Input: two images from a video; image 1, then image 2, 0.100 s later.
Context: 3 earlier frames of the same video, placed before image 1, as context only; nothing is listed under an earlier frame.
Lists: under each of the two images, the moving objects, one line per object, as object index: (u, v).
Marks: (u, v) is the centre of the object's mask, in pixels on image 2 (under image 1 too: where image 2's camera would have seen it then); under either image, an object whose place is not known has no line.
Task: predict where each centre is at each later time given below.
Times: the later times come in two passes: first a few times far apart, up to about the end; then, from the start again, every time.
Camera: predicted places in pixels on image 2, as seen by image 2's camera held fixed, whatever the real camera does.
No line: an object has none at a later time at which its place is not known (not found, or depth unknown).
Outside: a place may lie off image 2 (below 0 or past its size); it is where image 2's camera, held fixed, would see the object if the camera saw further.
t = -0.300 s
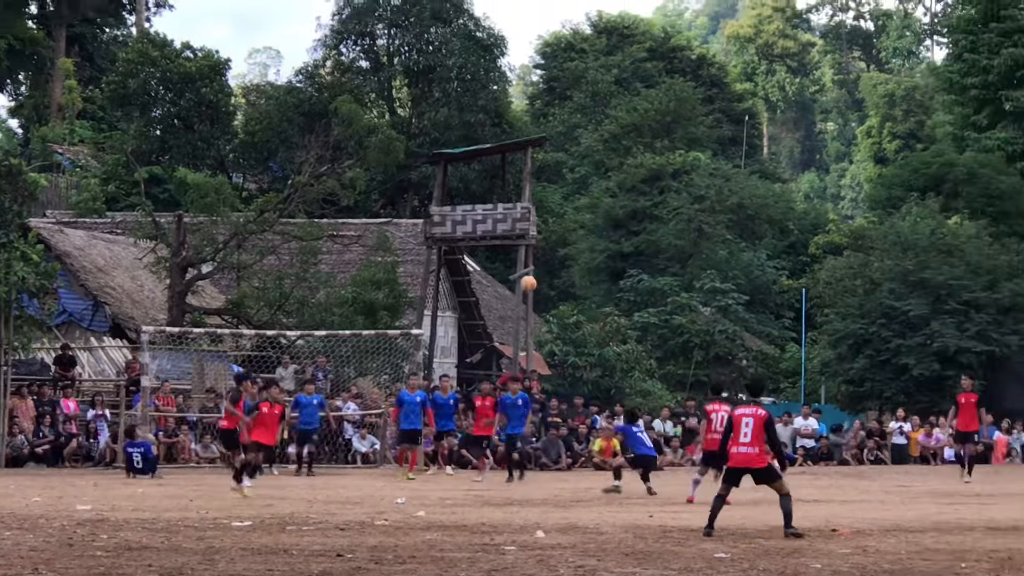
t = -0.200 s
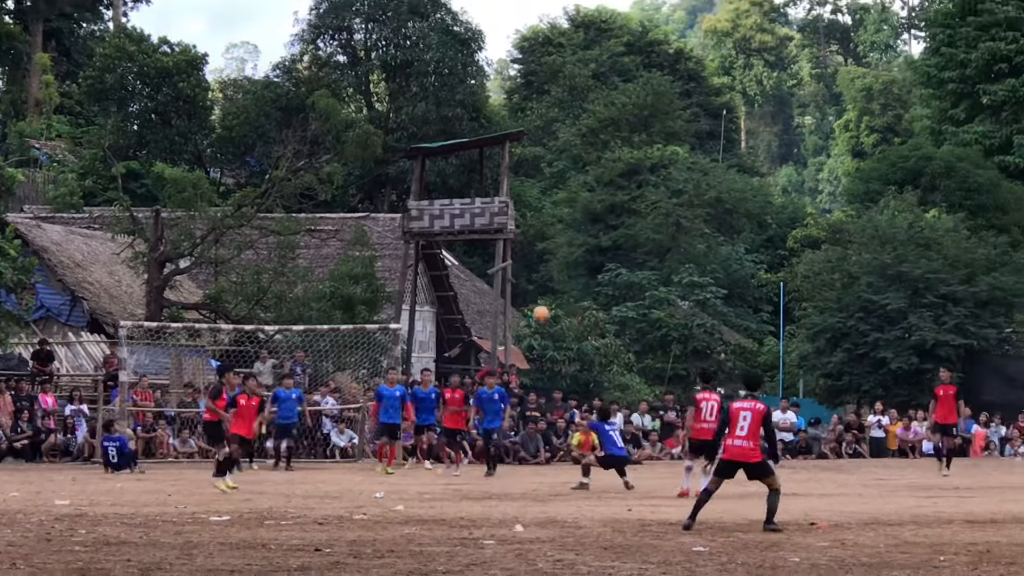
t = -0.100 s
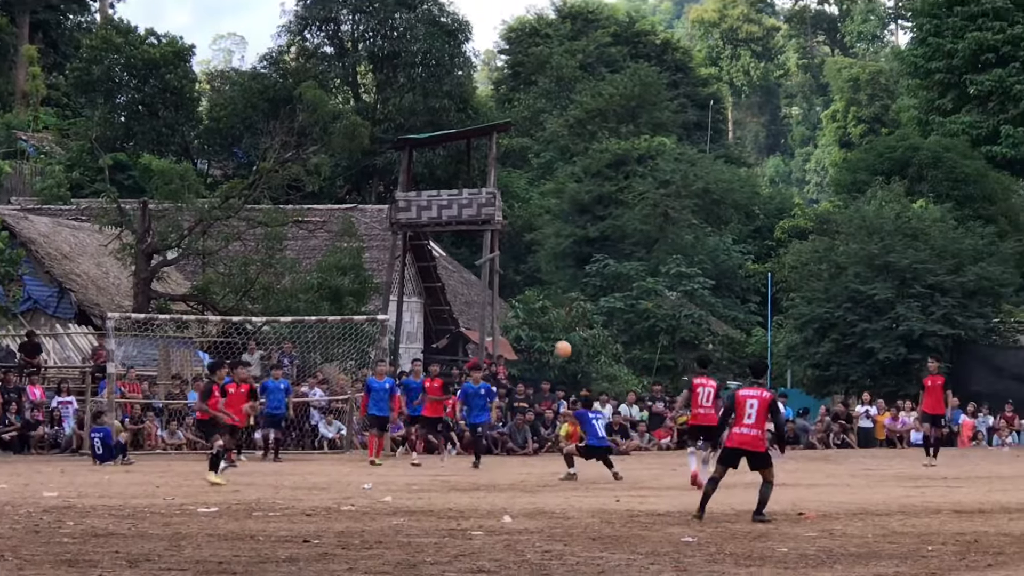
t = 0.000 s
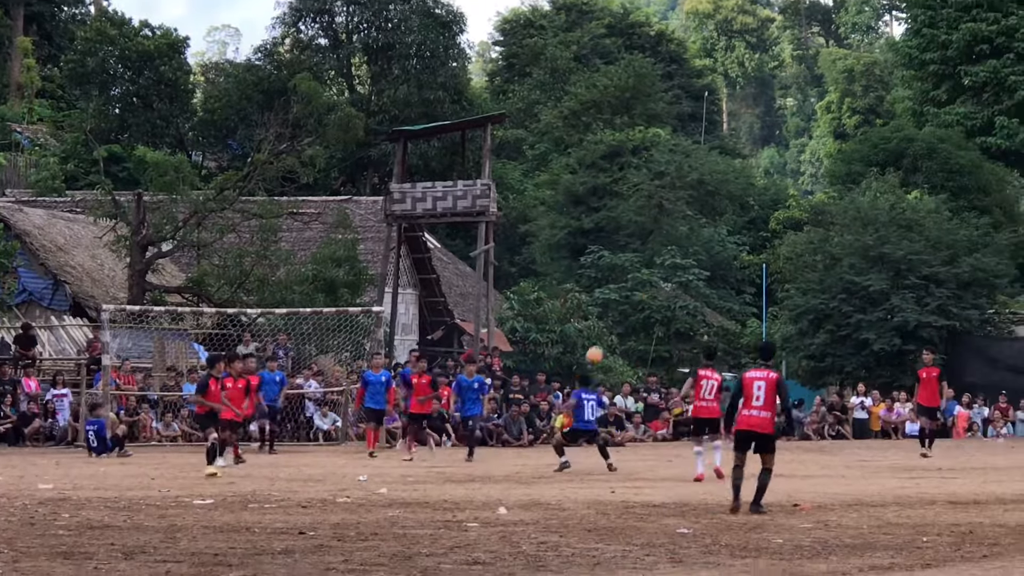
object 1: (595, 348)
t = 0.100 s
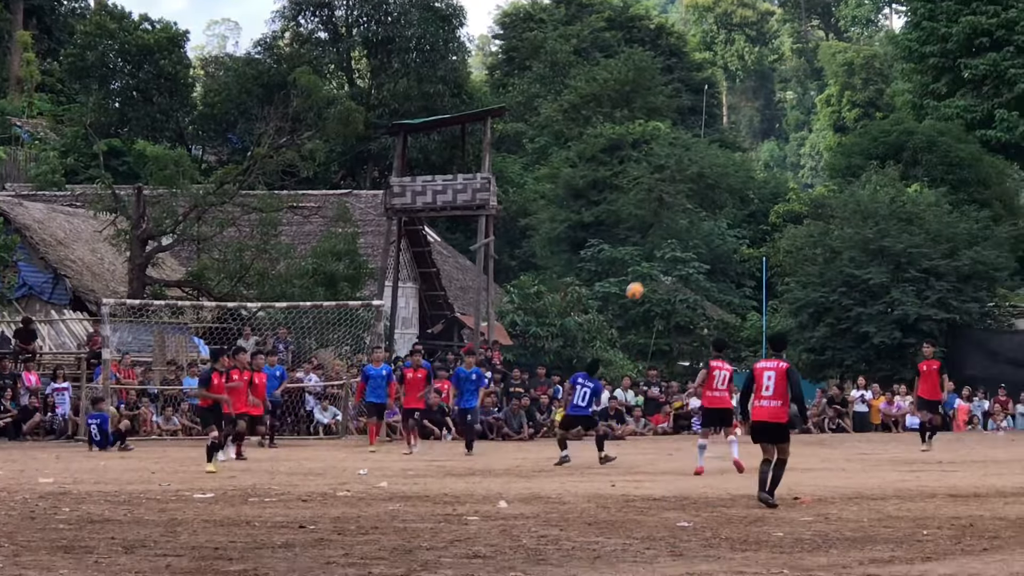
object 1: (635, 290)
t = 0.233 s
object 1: (689, 225)
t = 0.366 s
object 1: (748, 173)
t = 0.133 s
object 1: (648, 273)
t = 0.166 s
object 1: (662, 256)
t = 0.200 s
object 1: (676, 240)
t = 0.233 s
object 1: (689, 225)
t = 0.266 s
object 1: (703, 211)
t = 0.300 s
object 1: (718, 198)
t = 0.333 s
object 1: (733, 185)
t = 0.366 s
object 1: (748, 173)
